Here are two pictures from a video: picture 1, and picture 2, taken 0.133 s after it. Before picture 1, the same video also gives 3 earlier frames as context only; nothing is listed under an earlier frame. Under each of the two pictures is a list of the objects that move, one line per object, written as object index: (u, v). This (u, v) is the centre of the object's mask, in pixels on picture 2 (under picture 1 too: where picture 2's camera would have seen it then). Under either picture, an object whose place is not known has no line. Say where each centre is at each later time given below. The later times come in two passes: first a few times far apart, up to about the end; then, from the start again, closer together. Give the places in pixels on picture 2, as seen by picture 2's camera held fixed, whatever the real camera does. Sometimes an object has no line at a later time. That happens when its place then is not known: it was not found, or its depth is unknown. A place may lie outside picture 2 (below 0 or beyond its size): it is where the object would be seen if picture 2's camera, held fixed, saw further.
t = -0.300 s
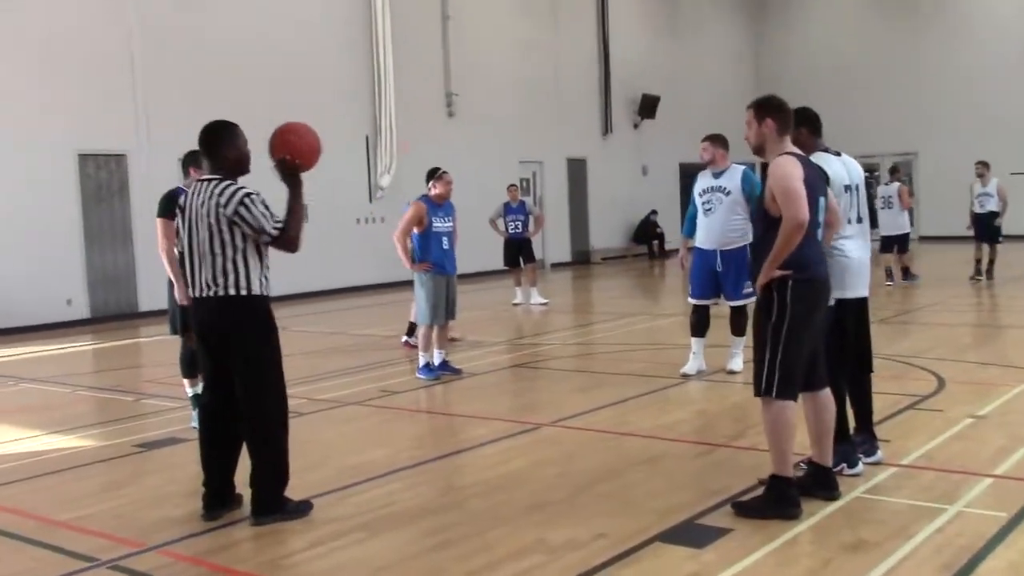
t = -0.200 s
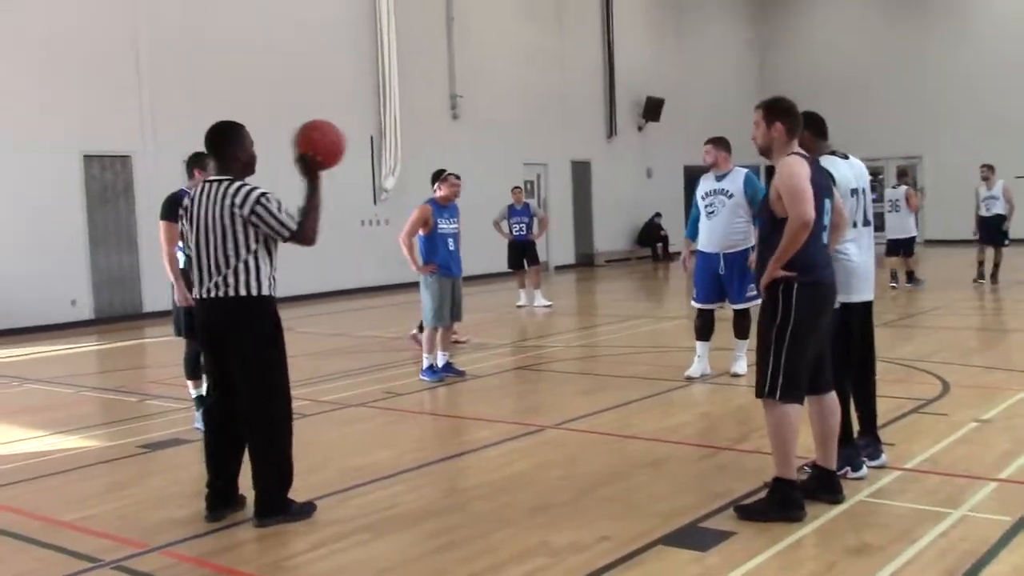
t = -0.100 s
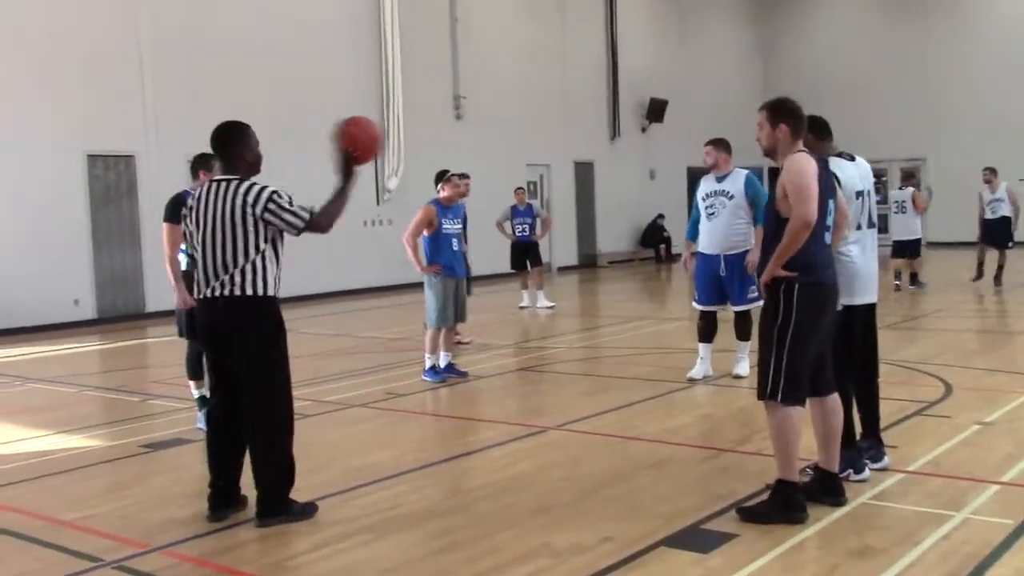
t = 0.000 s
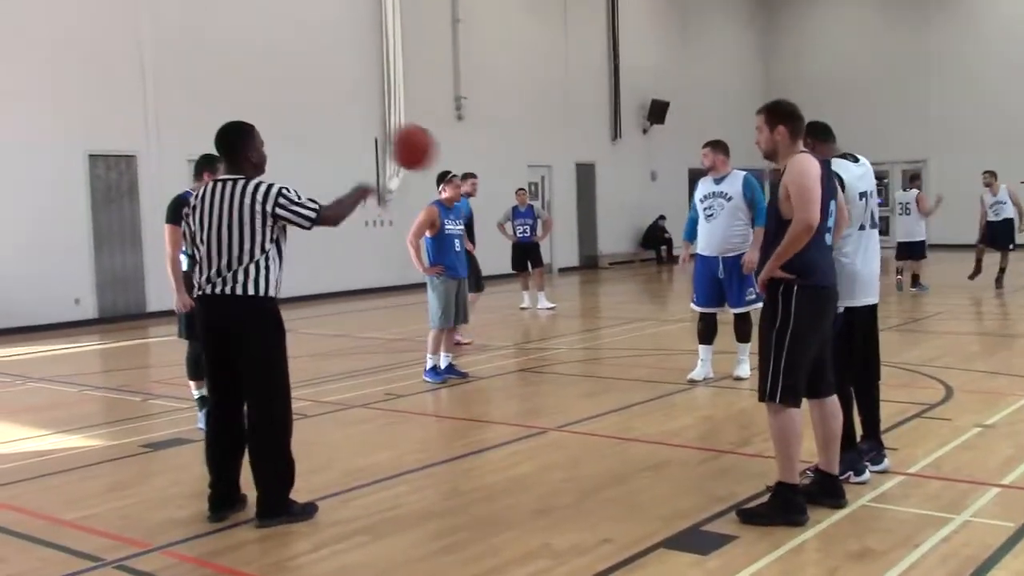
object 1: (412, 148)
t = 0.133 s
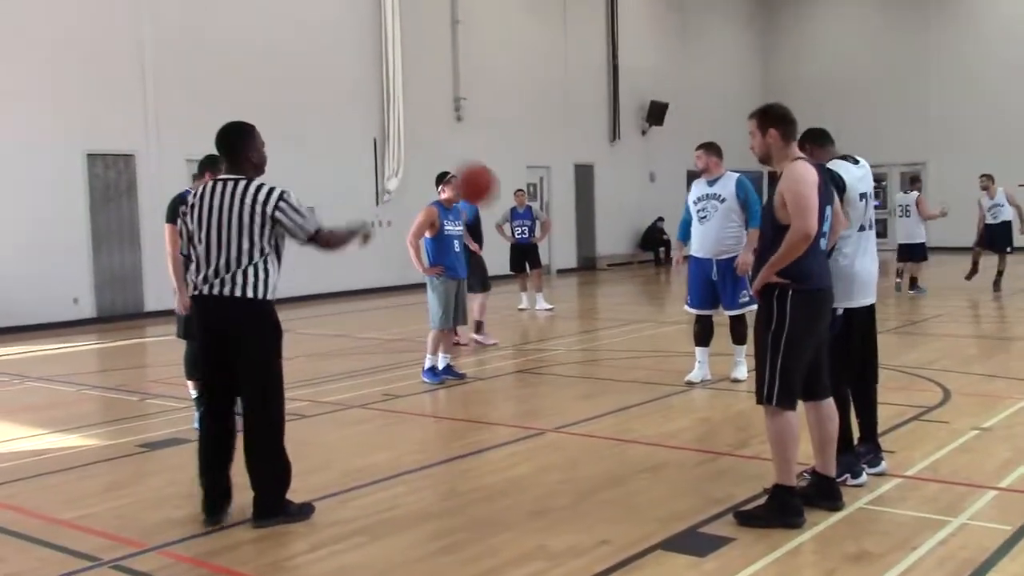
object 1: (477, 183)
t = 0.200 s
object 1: (500, 209)
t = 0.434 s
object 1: (588, 341)
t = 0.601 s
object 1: (621, 344)
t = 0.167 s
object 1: (490, 196)
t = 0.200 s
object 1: (500, 209)
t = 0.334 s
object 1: (554, 280)
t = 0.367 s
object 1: (564, 296)
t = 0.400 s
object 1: (578, 321)
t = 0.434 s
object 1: (588, 341)
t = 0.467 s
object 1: (598, 365)
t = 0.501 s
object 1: (608, 385)
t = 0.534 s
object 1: (614, 383)
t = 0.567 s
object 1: (618, 361)
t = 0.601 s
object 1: (621, 344)
